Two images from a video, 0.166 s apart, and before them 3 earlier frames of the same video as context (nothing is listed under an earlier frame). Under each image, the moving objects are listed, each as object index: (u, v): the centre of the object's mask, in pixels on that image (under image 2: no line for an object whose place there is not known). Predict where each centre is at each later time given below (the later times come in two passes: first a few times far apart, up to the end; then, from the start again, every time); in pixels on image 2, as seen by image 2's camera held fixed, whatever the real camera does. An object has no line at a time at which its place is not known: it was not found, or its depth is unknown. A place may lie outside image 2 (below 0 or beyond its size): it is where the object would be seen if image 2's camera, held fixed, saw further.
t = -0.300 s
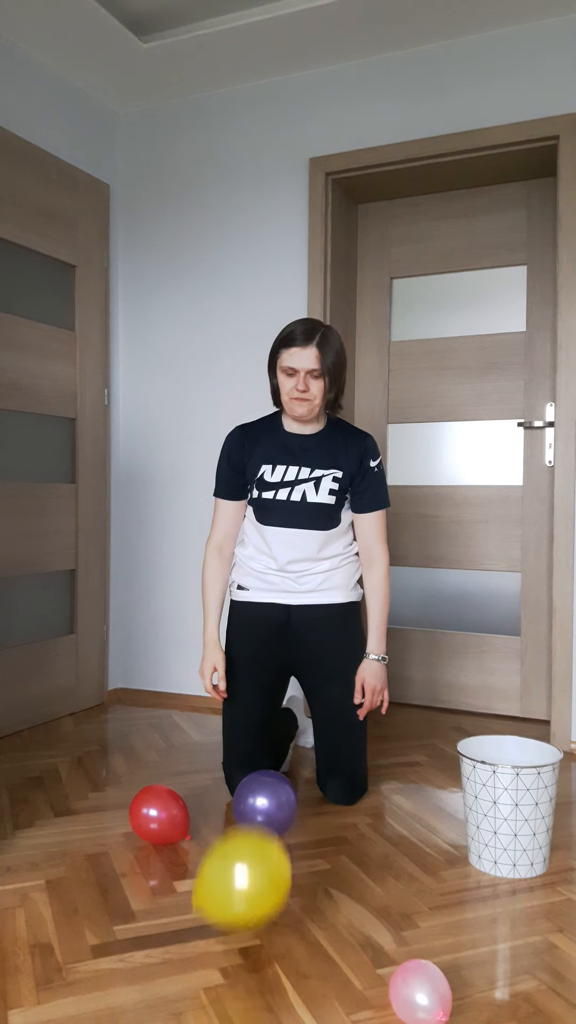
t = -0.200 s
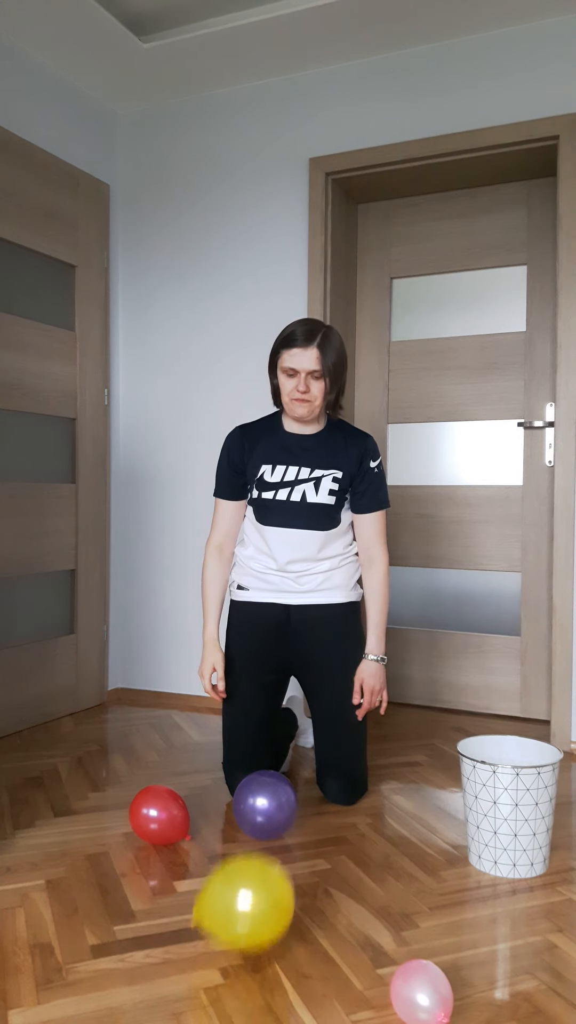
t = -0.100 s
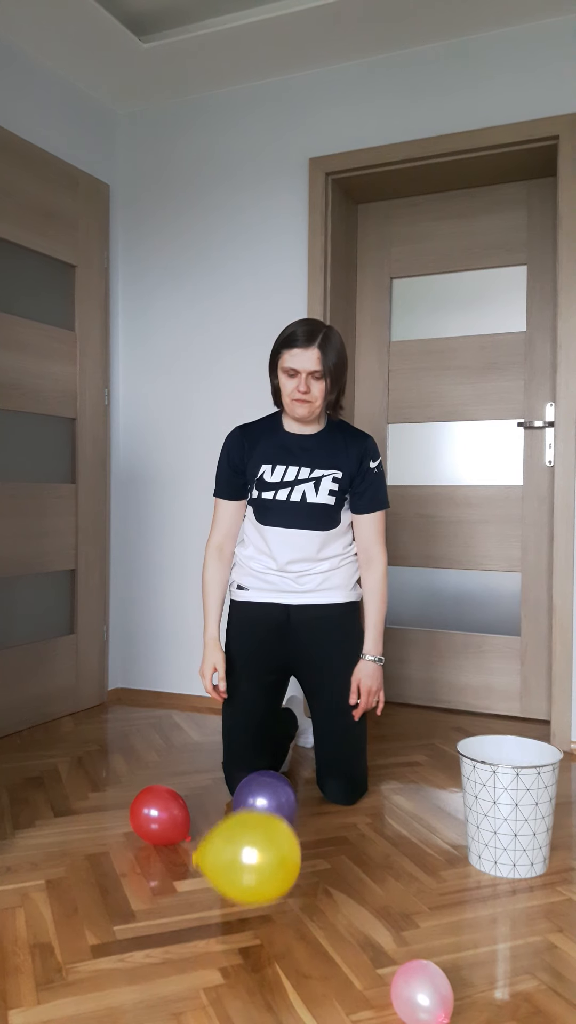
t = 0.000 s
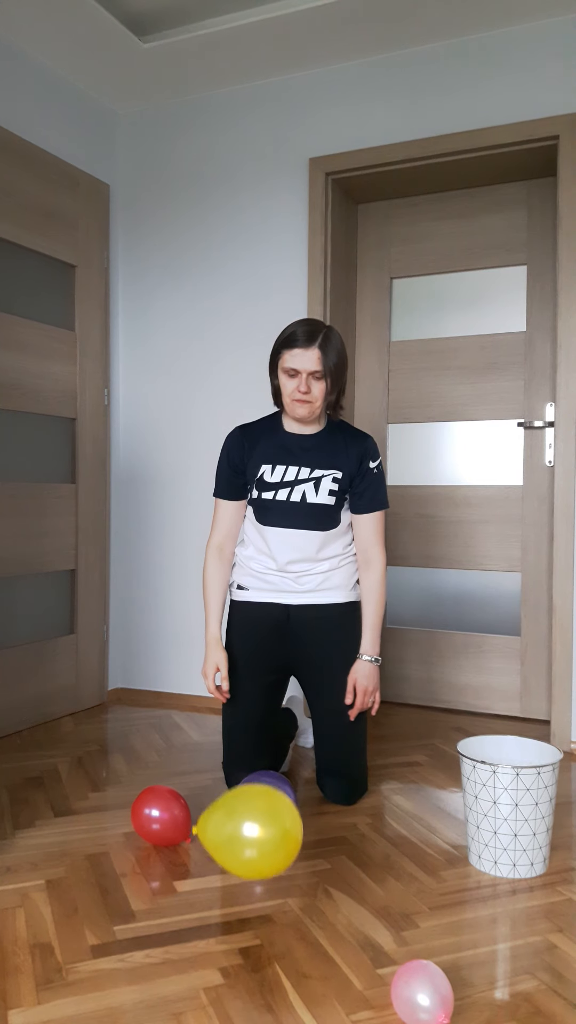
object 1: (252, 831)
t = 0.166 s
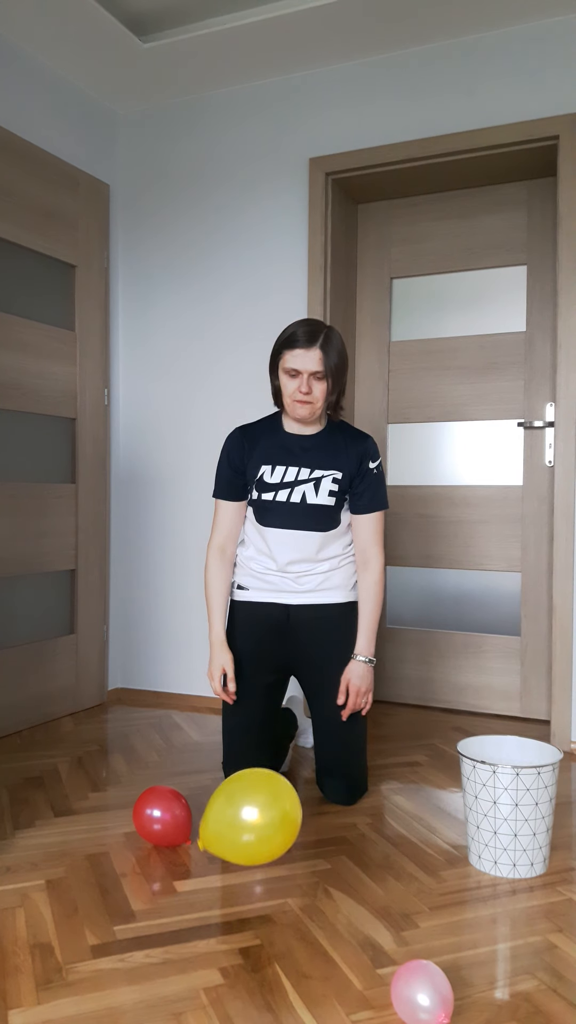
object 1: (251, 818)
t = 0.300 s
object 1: (248, 834)
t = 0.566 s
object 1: (249, 942)
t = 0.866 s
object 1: (206, 935)
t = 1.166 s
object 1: (190, 942)
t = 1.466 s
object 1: (179, 951)
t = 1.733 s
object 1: (160, 958)
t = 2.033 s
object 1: (158, 967)
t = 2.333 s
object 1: (159, 975)
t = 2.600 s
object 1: (149, 981)
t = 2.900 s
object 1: (150, 985)
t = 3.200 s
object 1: (149, 990)
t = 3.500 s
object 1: (153, 994)
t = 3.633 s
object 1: (156, 996)
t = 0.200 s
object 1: (251, 820)
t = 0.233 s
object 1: (250, 822)
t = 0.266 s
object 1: (249, 827)
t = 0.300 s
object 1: (248, 834)
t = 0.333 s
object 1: (247, 842)
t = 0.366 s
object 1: (246, 853)
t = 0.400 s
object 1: (246, 864)
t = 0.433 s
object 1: (246, 878)
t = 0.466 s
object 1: (246, 892)
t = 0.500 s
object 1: (247, 908)
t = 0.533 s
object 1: (248, 925)
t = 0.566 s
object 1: (249, 942)
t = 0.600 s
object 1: (245, 941)
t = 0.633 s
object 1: (239, 937)
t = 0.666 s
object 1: (234, 934)
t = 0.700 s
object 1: (228, 933)
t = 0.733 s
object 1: (223, 934)
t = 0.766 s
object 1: (218, 936)
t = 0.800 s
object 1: (213, 939)
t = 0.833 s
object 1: (209, 938)
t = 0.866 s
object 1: (206, 935)
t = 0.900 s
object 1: (204, 934)
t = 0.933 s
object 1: (201, 933)
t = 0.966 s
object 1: (199, 934)
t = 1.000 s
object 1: (196, 936)
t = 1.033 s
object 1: (194, 940)
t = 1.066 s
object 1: (192, 944)
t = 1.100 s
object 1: (191, 943)
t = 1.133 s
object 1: (190, 942)
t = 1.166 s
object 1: (190, 942)
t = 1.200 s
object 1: (190, 944)
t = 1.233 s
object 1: (190, 947)
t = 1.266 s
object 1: (189, 947)
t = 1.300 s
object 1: (188, 946)
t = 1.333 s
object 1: (186, 947)
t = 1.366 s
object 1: (185, 947)
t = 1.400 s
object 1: (184, 949)
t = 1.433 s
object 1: (182, 950)
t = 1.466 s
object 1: (179, 951)
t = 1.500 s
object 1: (177, 952)
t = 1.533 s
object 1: (174, 953)
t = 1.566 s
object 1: (172, 954)
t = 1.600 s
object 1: (169, 955)
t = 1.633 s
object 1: (167, 956)
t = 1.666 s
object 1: (165, 956)
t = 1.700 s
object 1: (162, 957)
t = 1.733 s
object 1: (160, 958)
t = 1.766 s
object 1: (159, 958)
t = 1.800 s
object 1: (158, 959)
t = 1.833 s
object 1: (157, 960)
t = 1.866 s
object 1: (157, 961)
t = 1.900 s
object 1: (157, 962)
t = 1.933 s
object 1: (157, 963)
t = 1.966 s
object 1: (157, 965)
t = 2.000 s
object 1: (158, 966)
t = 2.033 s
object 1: (158, 967)
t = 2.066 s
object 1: (159, 968)
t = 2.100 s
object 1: (160, 969)
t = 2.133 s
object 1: (161, 970)
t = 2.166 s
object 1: (162, 971)
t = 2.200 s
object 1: (162, 972)
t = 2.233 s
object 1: (162, 973)
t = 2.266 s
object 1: (162, 973)
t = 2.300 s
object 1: (161, 974)
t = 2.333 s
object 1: (159, 975)
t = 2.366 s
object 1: (157, 976)
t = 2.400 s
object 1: (156, 977)
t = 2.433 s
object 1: (154, 978)
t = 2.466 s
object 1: (153, 979)
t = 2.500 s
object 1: (151, 979)
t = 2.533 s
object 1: (150, 980)
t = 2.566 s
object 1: (149, 981)
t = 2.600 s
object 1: (149, 981)
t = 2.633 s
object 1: (148, 982)
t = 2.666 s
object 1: (148, 982)
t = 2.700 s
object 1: (148, 983)
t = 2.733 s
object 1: (147, 984)
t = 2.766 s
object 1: (148, 984)
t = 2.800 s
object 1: (148, 984)
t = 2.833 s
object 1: (148, 985)
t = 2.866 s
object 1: (149, 985)
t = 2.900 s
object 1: (150, 985)
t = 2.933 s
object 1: (150, 986)
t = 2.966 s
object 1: (150, 986)
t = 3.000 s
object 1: (150, 987)
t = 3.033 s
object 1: (150, 988)
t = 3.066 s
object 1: (149, 988)
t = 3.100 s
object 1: (149, 989)
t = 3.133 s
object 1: (149, 989)
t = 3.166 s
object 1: (149, 990)
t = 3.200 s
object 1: (149, 990)
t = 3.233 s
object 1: (149, 991)
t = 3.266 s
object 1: (150, 991)
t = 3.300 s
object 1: (150, 992)
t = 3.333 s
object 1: (150, 992)
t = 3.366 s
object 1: (151, 993)
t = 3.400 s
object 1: (151, 993)
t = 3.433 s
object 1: (152, 993)
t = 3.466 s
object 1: (153, 994)
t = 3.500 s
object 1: (153, 994)
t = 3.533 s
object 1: (154, 995)
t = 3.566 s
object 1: (155, 995)
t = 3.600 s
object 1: (155, 996)
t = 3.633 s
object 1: (156, 996)
